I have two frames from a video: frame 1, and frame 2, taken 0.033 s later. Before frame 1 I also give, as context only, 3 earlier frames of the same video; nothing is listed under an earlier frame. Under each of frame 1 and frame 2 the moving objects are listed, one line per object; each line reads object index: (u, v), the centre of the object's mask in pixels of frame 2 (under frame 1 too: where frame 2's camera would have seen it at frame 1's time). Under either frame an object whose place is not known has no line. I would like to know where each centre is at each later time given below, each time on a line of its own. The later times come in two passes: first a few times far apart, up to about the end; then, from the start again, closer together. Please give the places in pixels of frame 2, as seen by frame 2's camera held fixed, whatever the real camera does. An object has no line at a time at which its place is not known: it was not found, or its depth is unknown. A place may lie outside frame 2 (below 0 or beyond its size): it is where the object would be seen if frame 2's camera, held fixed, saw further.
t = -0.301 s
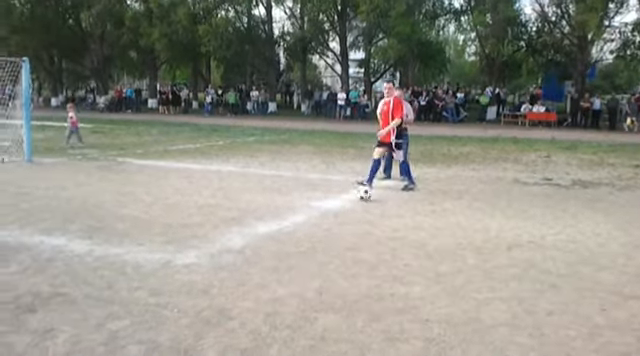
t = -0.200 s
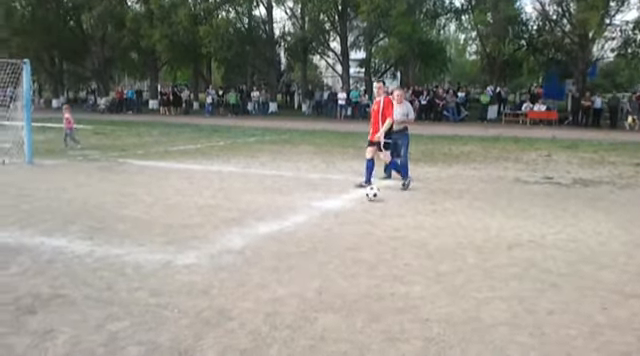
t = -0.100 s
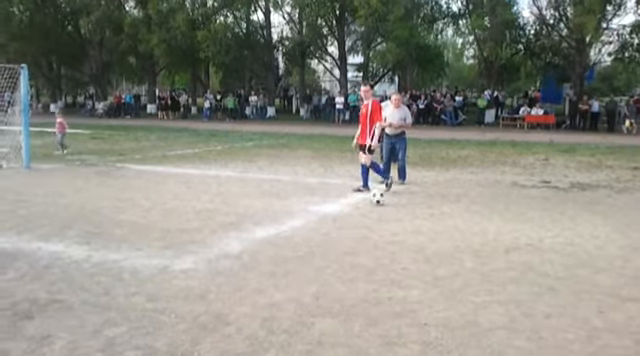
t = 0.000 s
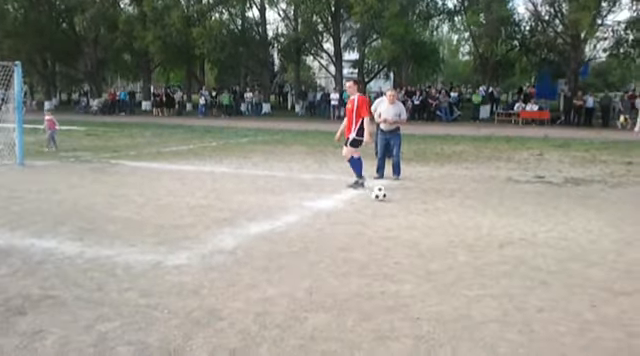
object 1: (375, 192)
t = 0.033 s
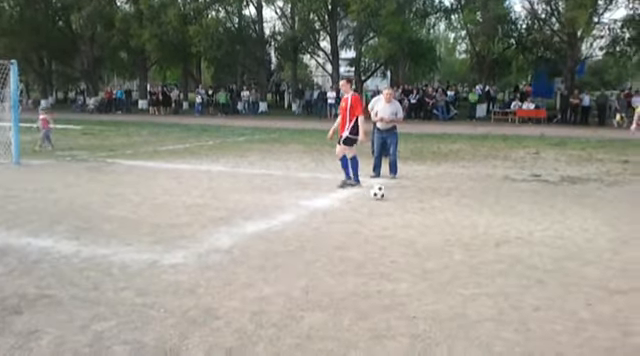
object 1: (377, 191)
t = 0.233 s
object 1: (391, 192)
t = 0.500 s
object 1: (408, 193)
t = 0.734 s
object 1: (423, 191)
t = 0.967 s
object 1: (435, 192)
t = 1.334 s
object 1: (453, 192)
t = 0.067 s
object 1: (379, 192)
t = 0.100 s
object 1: (382, 192)
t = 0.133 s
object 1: (384, 192)
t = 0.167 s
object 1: (387, 192)
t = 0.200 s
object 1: (389, 192)
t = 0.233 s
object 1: (391, 192)
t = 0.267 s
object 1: (393, 192)
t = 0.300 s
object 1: (396, 192)
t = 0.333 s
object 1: (398, 192)
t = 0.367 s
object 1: (400, 192)
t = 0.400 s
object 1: (402, 192)
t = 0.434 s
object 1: (404, 192)
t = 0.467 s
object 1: (406, 192)
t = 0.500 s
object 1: (408, 193)
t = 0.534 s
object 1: (410, 192)
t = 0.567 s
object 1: (412, 192)
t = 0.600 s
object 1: (415, 191)
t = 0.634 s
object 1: (417, 191)
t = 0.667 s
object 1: (419, 191)
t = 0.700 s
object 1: (421, 191)
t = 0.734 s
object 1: (423, 191)
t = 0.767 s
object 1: (425, 192)
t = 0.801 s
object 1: (427, 192)
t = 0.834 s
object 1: (429, 192)
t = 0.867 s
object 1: (430, 192)
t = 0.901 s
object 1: (432, 192)
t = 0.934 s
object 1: (433, 192)
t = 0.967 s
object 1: (435, 192)
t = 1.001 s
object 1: (437, 192)
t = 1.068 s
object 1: (440, 192)
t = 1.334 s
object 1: (453, 192)
